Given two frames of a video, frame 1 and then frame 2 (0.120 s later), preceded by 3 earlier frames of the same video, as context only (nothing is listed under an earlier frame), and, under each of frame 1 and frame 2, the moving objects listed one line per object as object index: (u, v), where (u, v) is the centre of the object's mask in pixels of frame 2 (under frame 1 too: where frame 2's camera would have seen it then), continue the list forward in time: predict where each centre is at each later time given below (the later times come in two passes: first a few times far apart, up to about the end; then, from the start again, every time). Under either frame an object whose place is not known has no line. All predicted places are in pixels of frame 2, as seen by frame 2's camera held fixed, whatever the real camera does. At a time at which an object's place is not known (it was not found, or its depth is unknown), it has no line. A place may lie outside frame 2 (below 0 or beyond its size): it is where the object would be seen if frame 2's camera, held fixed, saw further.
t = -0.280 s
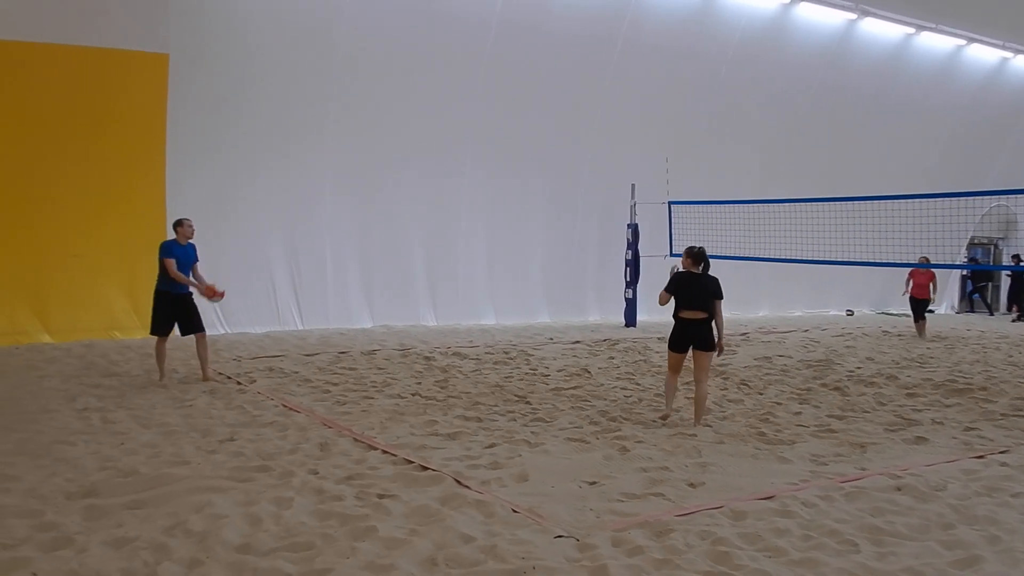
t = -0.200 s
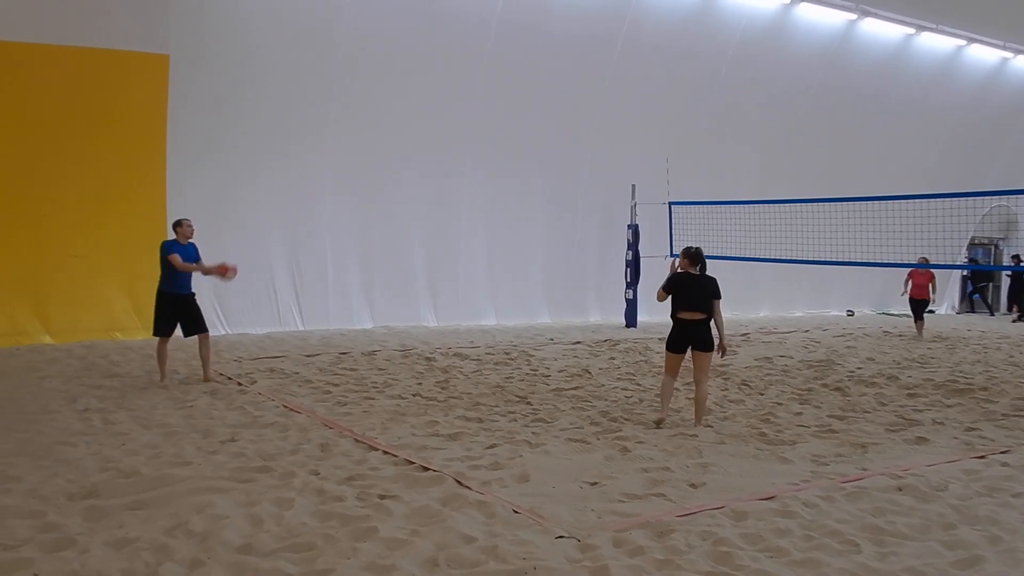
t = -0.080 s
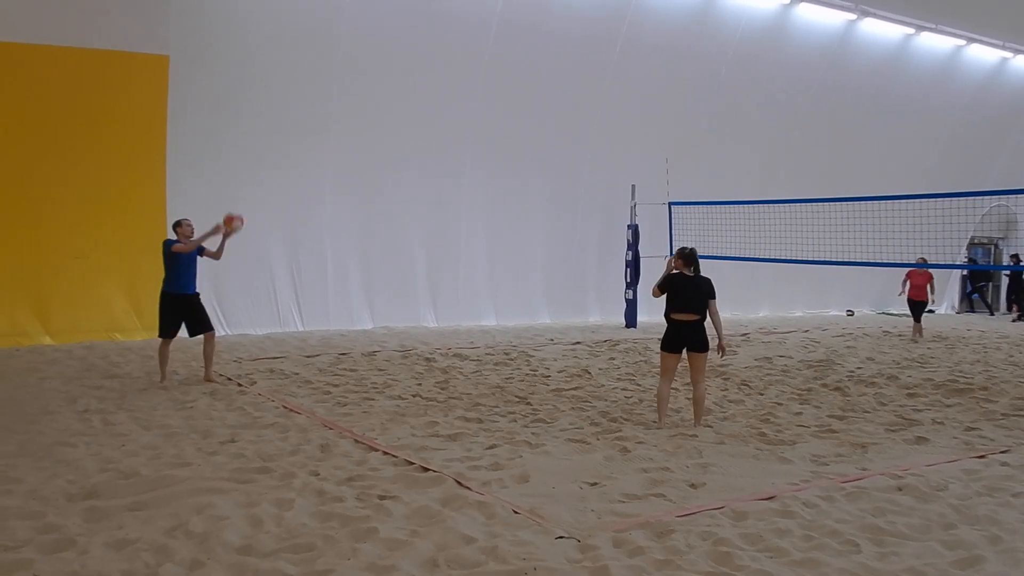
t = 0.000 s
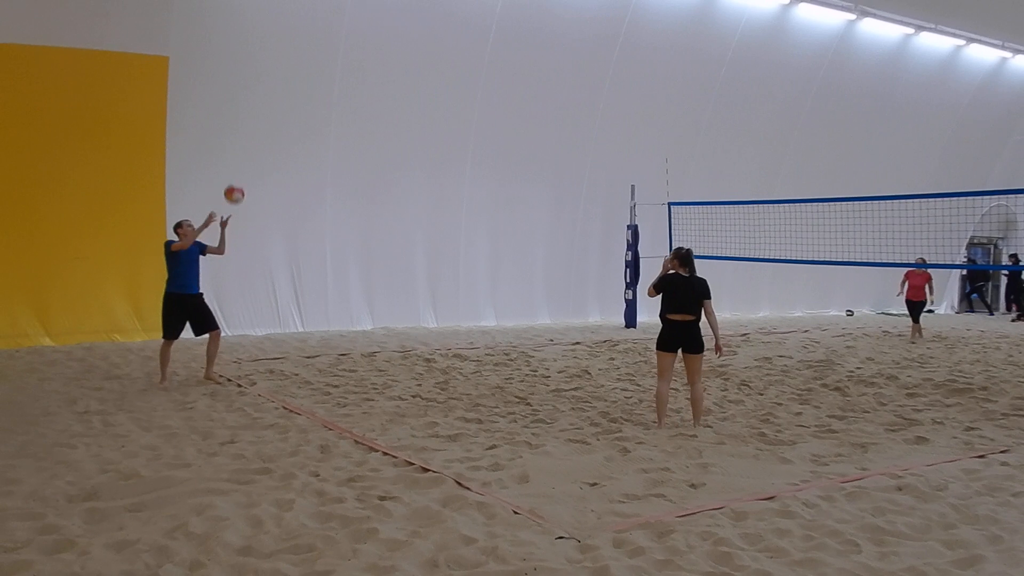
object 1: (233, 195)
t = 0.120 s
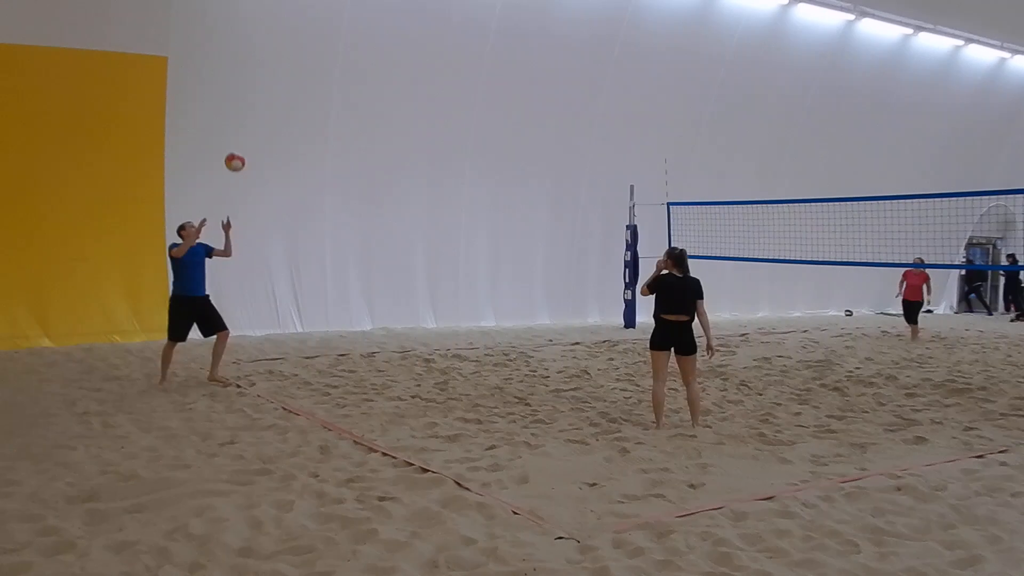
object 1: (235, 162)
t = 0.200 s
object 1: (236, 148)
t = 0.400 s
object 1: (239, 137)
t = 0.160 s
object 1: (235, 154)
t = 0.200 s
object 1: (236, 148)
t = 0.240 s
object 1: (237, 143)
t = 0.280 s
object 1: (237, 139)
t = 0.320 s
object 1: (238, 137)
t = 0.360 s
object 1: (238, 136)
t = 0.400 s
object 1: (239, 137)
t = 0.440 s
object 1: (239, 139)
